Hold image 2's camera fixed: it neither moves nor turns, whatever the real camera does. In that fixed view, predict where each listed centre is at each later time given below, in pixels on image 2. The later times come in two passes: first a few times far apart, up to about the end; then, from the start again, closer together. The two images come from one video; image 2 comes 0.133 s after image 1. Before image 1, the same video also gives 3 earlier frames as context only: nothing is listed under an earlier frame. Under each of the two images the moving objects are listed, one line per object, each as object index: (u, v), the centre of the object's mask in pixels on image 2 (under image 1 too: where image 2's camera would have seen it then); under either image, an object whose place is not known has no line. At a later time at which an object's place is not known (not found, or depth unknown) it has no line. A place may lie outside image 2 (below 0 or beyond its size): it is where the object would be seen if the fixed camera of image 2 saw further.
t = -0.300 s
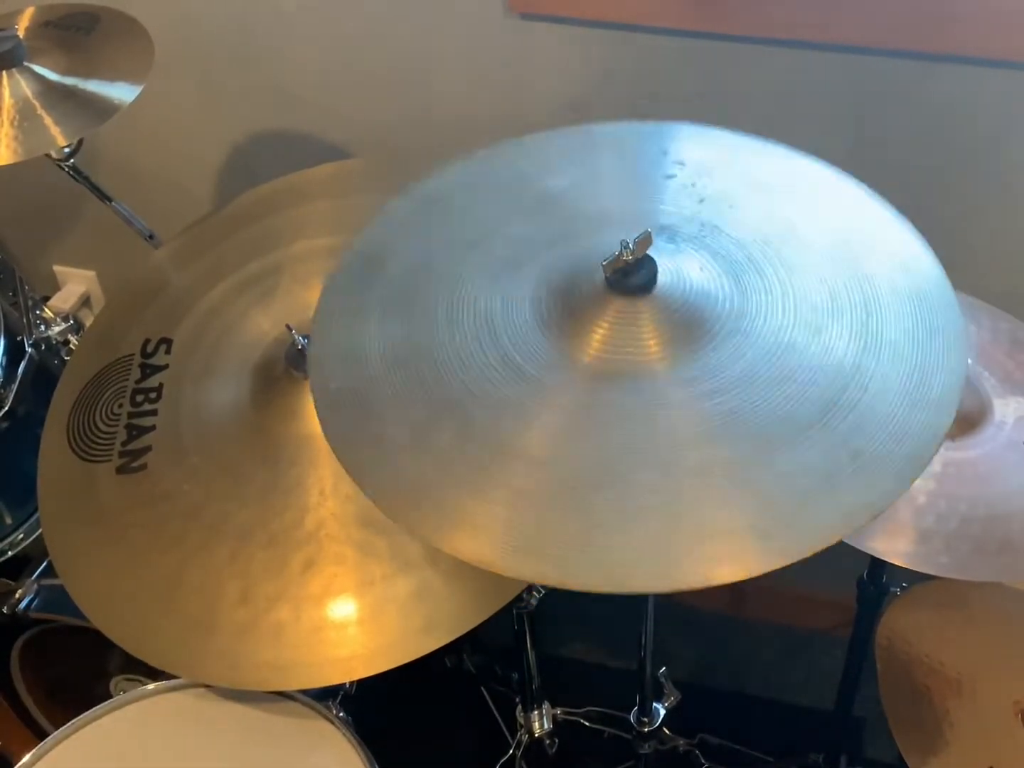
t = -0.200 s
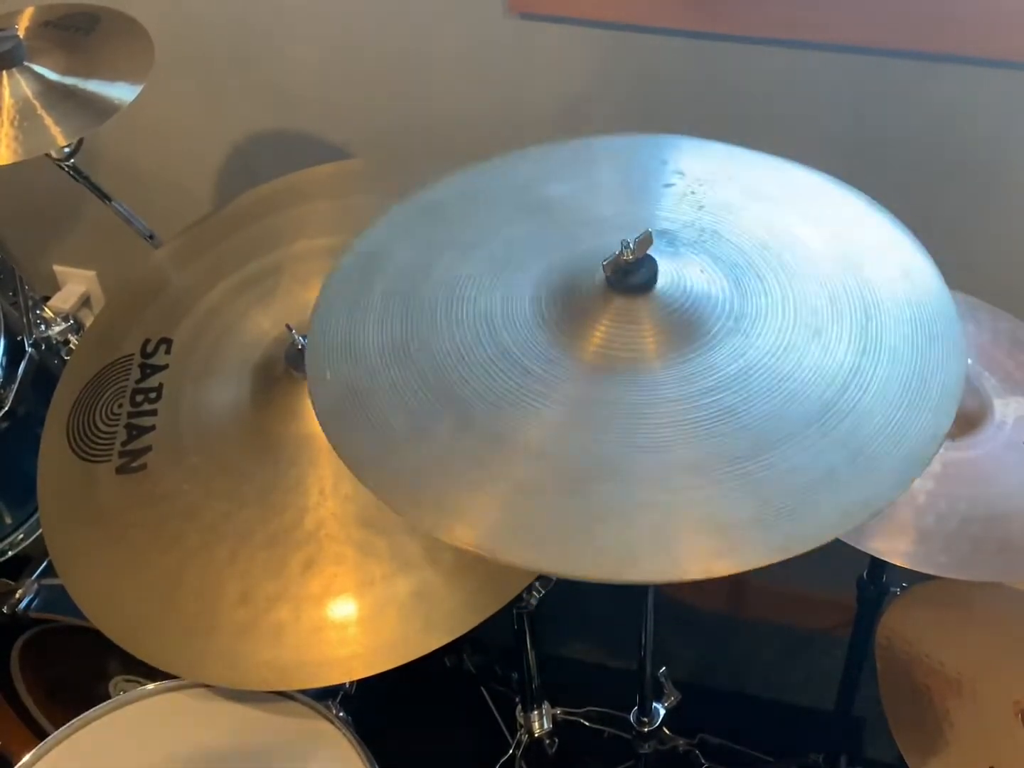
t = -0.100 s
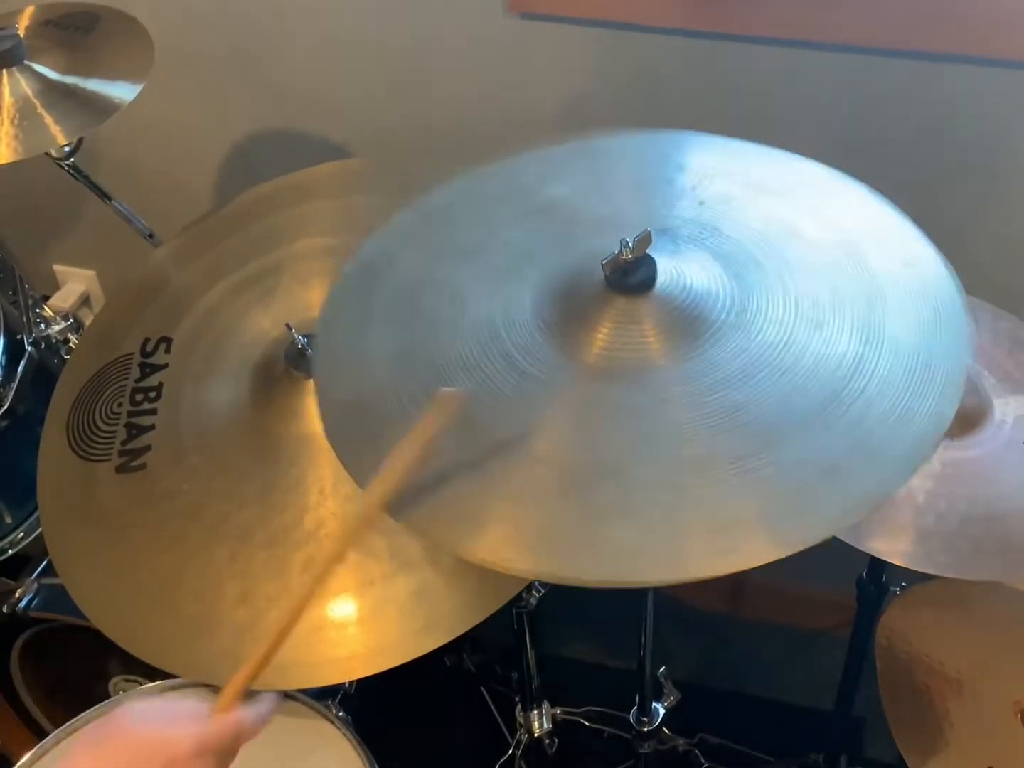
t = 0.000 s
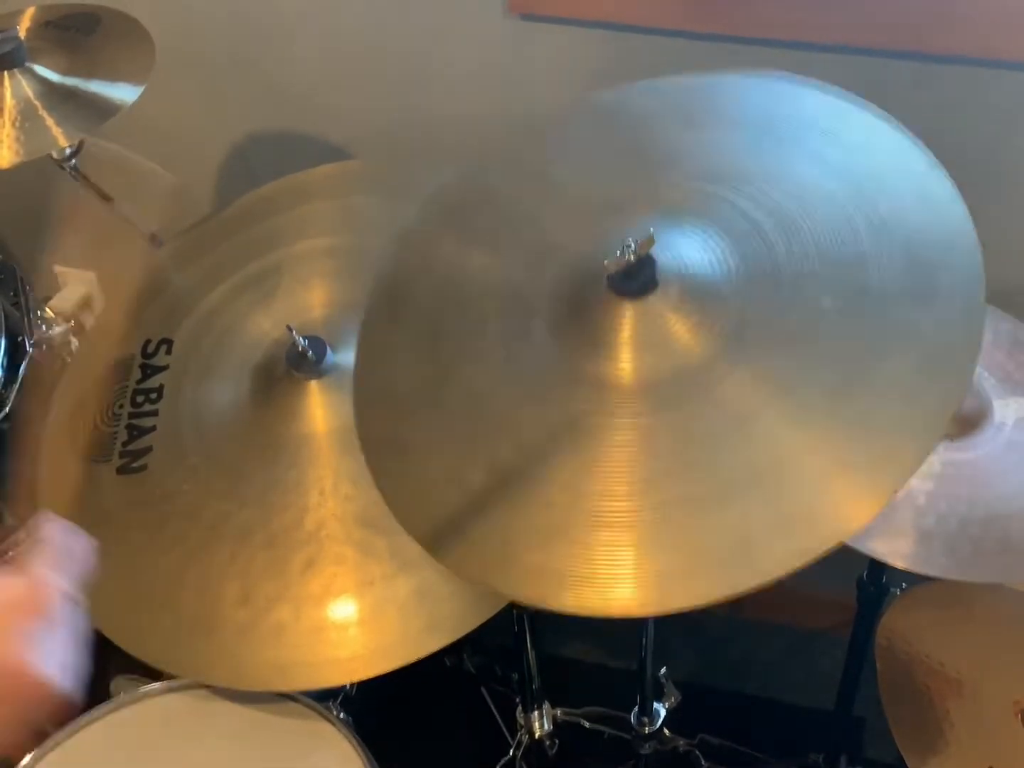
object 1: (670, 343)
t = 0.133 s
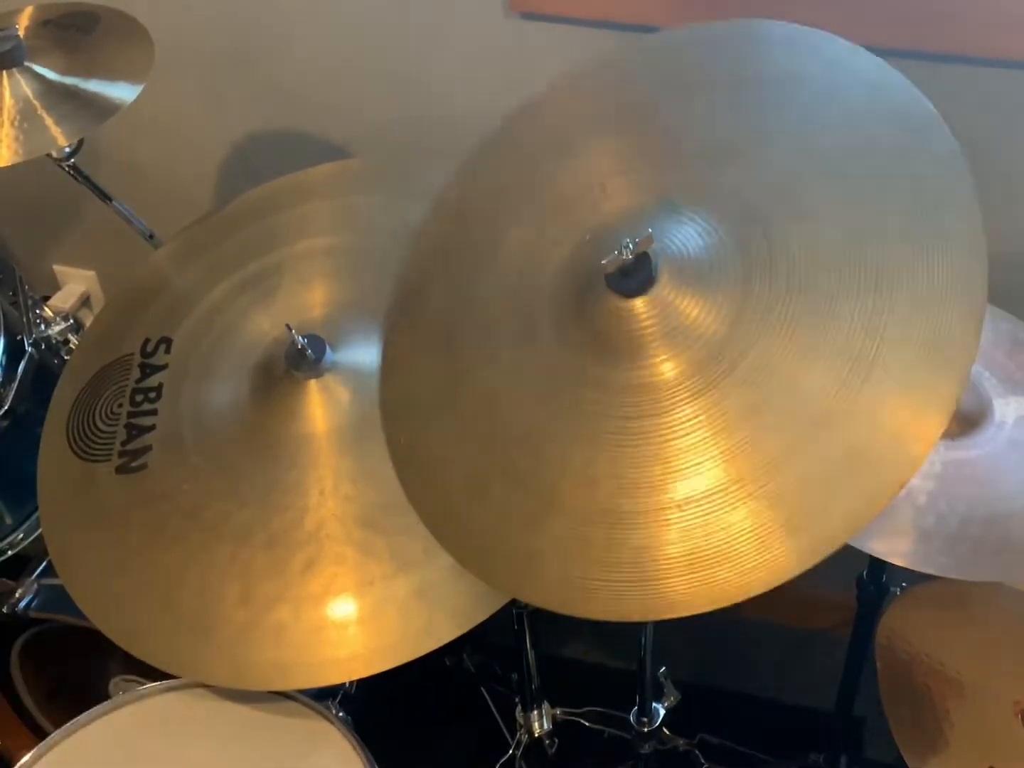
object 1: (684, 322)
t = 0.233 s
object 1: (678, 329)
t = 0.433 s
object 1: (662, 346)
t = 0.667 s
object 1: (630, 358)
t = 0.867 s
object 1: (641, 358)
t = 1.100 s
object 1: (670, 340)
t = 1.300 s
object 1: (654, 351)
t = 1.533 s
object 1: (637, 358)
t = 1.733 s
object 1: (652, 354)
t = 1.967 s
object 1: (663, 348)
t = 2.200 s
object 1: (645, 356)
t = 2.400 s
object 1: (649, 355)
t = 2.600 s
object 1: (660, 349)
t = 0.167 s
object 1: (685, 322)
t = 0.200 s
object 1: (682, 325)
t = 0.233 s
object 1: (678, 329)
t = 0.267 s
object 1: (676, 331)
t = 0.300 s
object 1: (675, 332)
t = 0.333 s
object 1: (672, 334)
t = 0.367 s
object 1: (670, 337)
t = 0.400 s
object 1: (667, 341)
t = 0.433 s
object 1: (662, 346)
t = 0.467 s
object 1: (656, 351)
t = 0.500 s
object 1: (651, 355)
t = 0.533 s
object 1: (644, 357)
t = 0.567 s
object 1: (639, 358)
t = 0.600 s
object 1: (634, 358)
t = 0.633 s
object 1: (632, 358)
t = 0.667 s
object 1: (630, 358)
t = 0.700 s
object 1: (629, 359)
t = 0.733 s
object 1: (630, 359)
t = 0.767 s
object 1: (631, 359)
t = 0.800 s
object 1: (633, 359)
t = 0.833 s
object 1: (637, 359)
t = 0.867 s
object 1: (641, 358)
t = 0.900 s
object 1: (646, 356)
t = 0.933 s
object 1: (651, 354)
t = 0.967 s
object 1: (655, 350)
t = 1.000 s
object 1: (661, 347)
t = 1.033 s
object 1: (664, 344)
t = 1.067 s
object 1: (667, 341)
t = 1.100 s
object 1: (670, 340)
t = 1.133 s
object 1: (671, 340)
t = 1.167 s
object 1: (670, 341)
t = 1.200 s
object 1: (667, 343)
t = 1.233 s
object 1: (663, 346)
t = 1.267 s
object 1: (658, 349)
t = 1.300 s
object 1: (654, 351)
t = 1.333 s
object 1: (650, 354)
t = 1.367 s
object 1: (647, 355)
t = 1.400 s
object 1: (643, 356)
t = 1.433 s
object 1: (640, 357)
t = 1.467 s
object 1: (638, 358)
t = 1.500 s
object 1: (637, 358)
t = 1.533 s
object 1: (637, 358)
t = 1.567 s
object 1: (637, 357)
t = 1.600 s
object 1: (639, 357)
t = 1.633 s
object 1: (641, 356)
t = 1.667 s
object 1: (645, 356)
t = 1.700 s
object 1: (648, 355)
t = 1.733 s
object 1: (652, 354)
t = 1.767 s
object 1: (656, 351)
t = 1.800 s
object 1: (660, 349)
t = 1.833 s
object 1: (663, 348)
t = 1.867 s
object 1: (665, 347)
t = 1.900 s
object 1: (665, 346)
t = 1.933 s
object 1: (664, 346)
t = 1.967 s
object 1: (663, 348)
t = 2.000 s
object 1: (661, 349)
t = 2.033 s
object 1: (658, 351)
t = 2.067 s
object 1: (655, 352)
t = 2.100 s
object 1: (653, 354)
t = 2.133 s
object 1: (650, 355)
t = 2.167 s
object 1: (648, 355)
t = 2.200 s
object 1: (645, 356)
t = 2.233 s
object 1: (644, 356)
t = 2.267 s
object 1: (644, 356)
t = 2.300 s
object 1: (644, 356)
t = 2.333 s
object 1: (645, 356)
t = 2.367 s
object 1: (647, 355)
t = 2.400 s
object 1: (649, 355)
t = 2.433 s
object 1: (651, 354)
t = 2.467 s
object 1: (653, 353)
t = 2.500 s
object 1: (655, 352)
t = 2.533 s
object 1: (657, 350)
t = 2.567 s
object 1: (659, 350)
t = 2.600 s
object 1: (660, 349)
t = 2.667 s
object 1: (659, 350)
